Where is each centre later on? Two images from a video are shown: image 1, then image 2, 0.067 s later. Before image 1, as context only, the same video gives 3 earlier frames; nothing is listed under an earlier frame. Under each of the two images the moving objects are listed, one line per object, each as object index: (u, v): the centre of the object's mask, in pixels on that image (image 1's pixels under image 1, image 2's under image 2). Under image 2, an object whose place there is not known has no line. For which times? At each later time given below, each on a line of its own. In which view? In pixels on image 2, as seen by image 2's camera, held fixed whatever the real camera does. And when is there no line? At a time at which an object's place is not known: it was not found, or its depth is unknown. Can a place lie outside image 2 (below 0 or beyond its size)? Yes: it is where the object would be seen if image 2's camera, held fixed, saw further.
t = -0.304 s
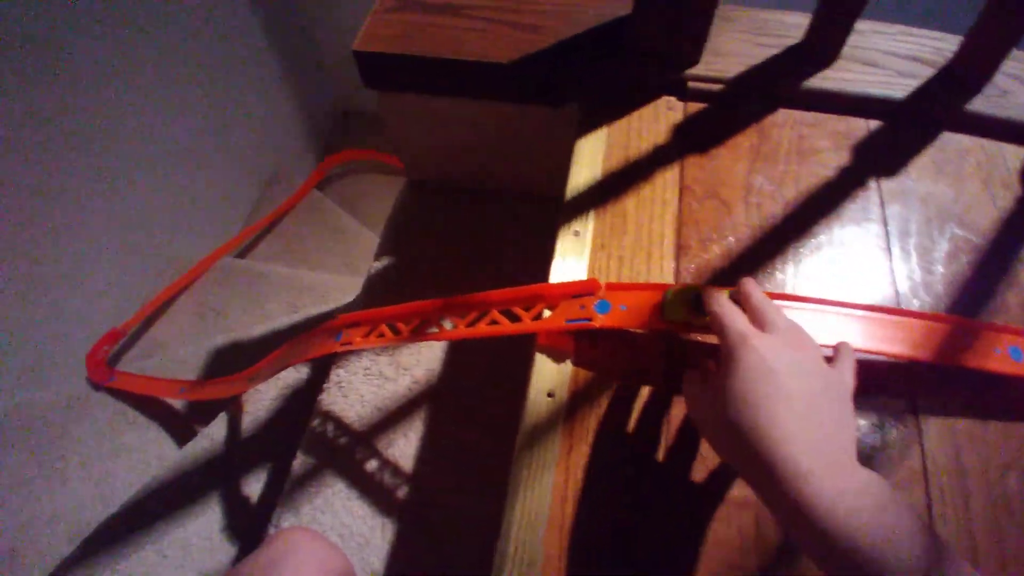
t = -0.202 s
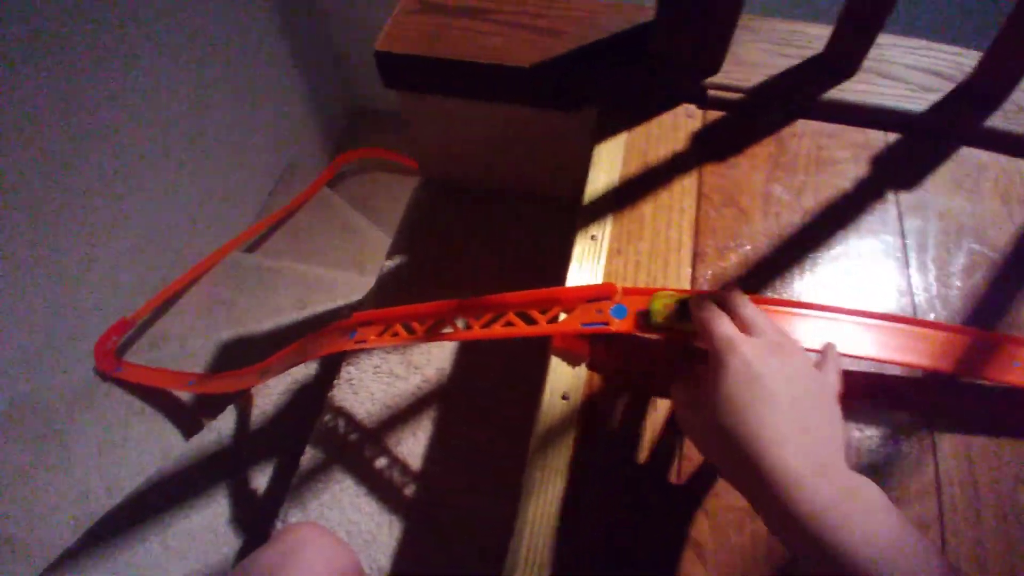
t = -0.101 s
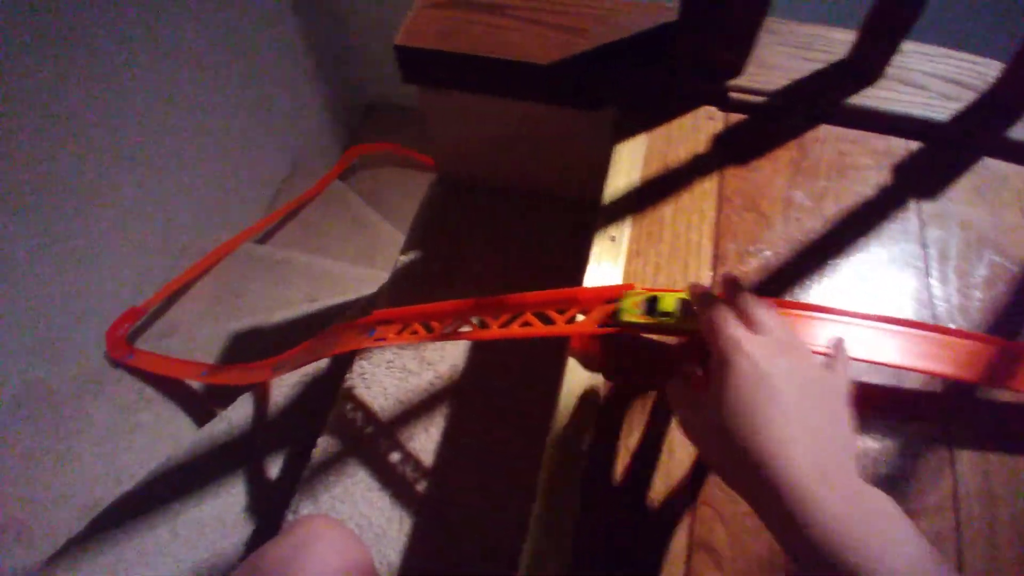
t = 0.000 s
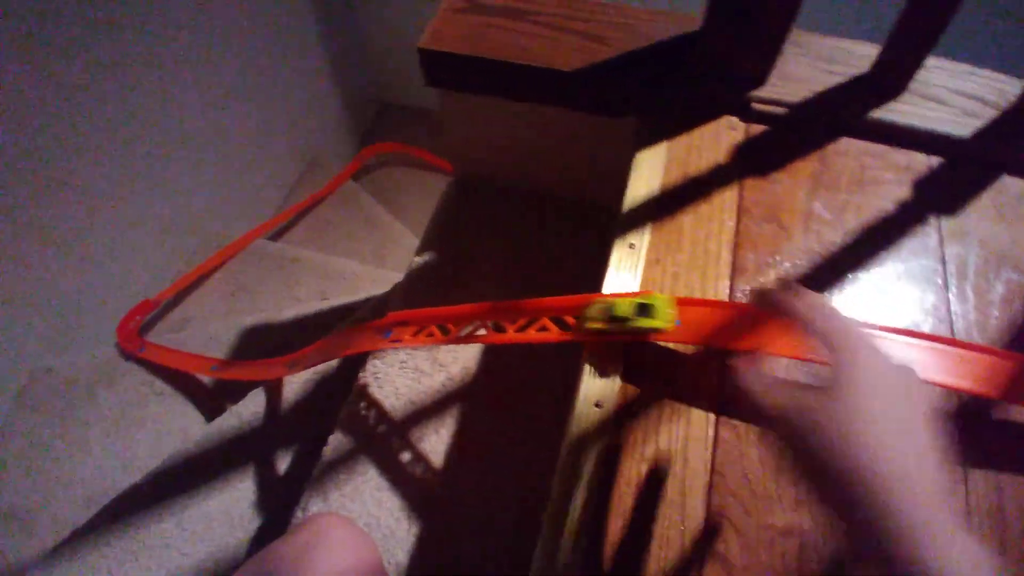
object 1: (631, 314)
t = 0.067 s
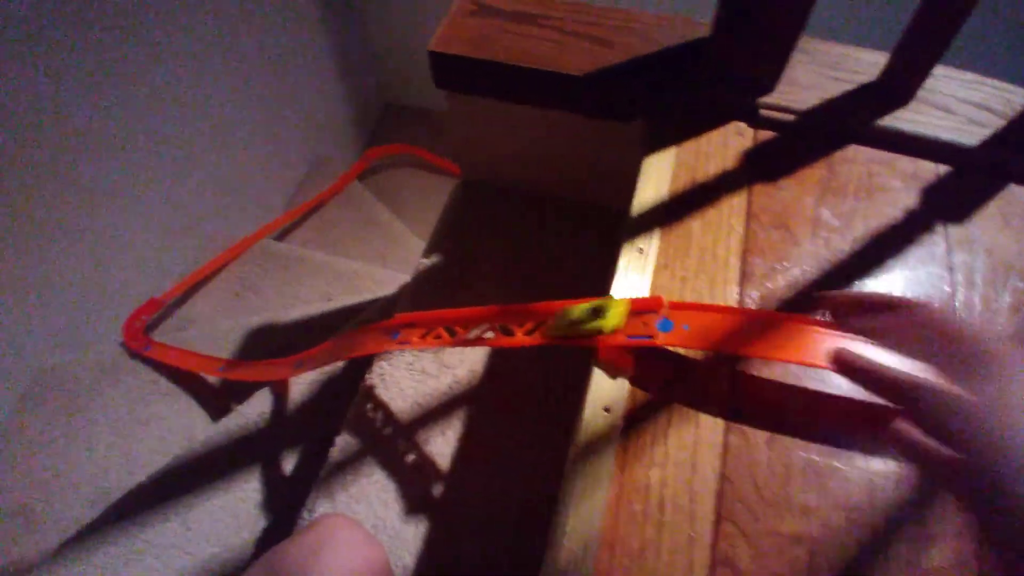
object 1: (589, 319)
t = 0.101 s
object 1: (563, 321)
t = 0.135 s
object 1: (533, 320)
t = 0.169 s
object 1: (501, 322)
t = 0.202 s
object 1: (458, 325)
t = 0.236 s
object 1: (431, 328)
